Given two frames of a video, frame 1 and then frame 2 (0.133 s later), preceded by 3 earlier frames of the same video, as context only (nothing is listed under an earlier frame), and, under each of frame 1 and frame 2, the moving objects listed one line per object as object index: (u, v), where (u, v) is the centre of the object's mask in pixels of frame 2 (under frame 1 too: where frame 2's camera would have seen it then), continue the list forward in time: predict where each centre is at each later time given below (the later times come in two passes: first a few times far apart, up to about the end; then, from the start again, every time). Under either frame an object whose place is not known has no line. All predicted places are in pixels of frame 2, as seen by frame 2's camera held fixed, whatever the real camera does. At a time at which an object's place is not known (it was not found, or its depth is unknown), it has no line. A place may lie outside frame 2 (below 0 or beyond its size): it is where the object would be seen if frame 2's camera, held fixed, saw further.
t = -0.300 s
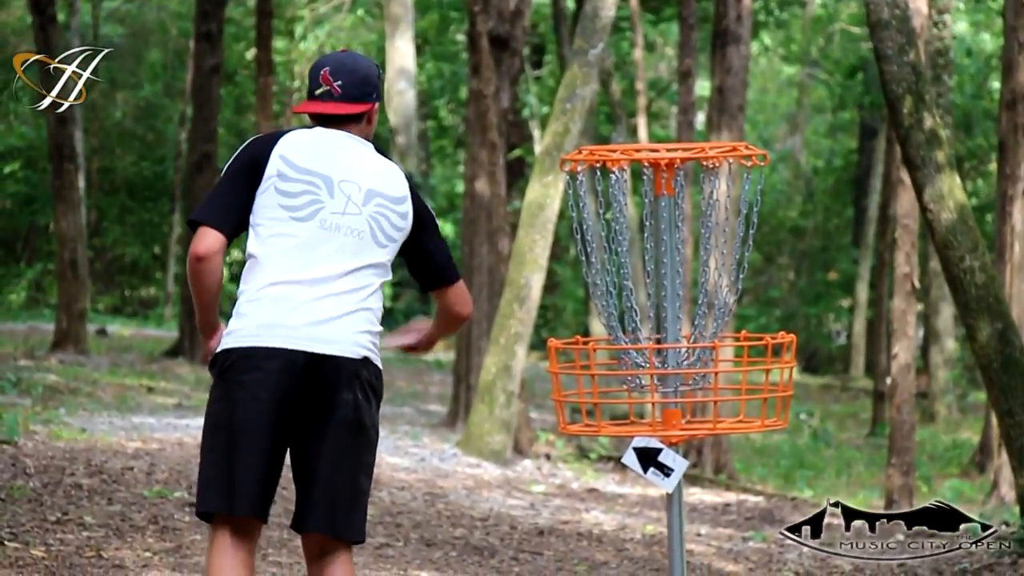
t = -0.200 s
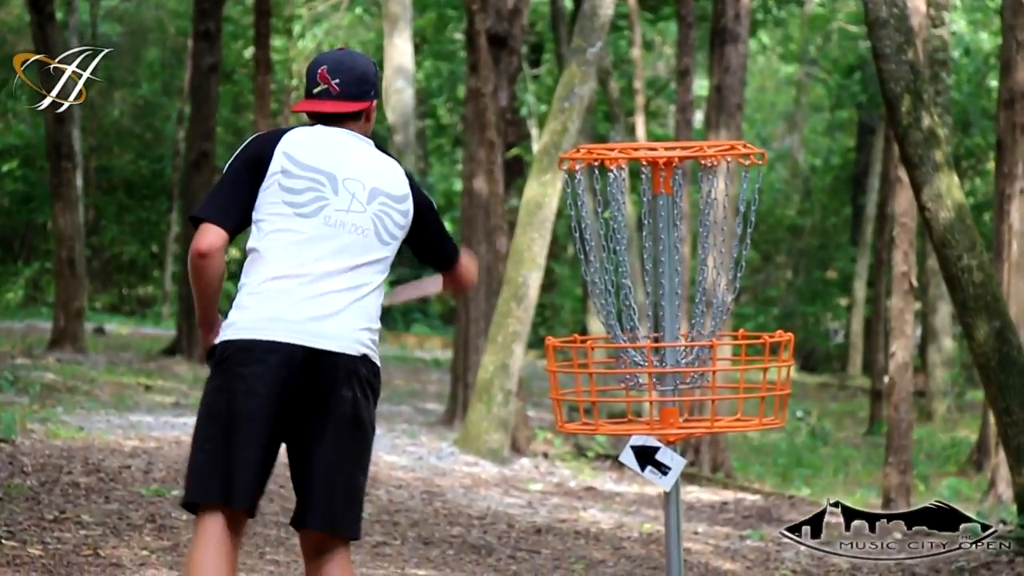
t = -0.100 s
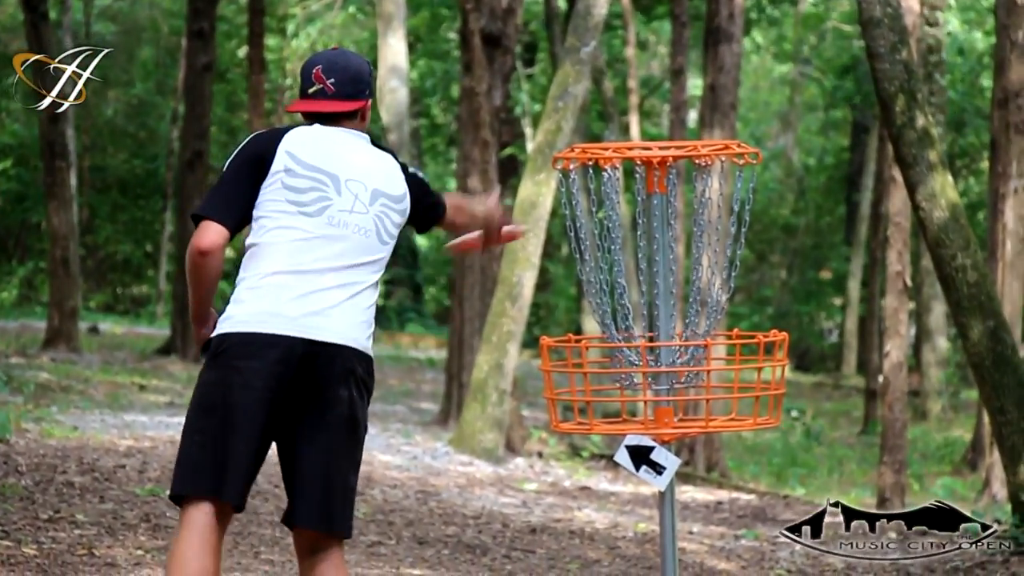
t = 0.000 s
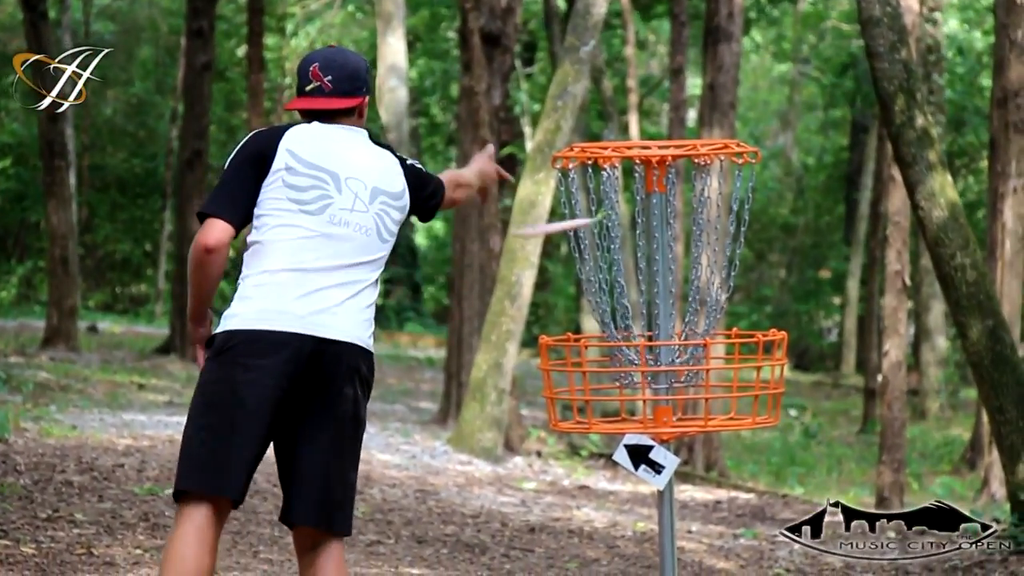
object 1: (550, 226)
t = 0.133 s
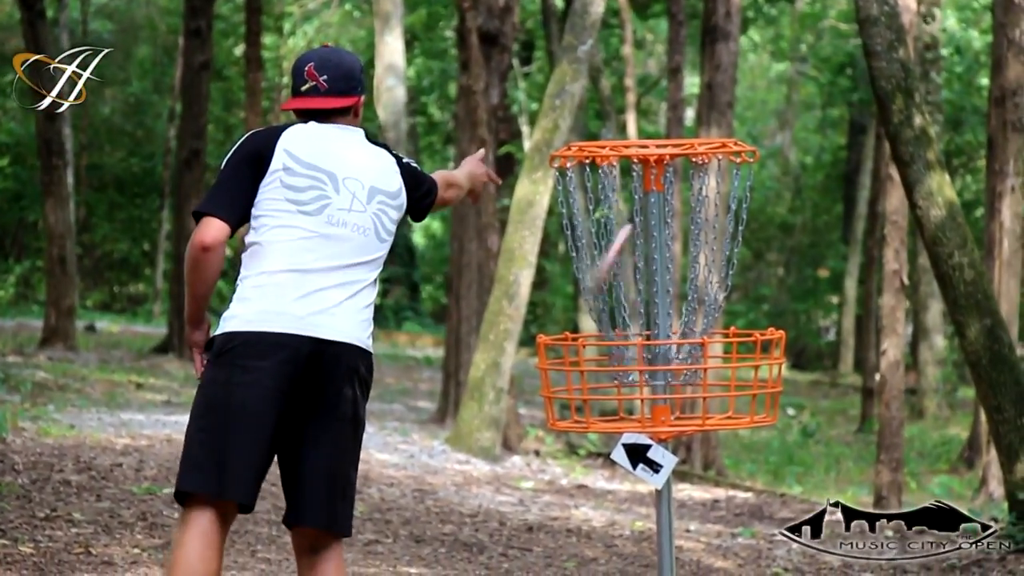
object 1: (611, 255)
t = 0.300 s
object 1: (630, 319)
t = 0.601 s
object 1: (676, 323)
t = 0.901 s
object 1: (687, 348)
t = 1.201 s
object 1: (690, 401)
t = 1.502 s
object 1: (685, 399)
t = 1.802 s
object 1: (689, 409)
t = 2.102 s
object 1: (690, 413)
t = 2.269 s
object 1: (687, 413)
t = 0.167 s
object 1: (616, 272)
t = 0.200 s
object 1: (621, 288)
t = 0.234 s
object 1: (623, 302)
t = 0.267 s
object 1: (627, 315)
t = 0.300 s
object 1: (630, 319)
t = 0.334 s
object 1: (643, 318)
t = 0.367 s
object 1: (648, 316)
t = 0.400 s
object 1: (650, 319)
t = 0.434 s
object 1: (666, 320)
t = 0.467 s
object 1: (650, 315)
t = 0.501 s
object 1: (651, 318)
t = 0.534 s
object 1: (676, 321)
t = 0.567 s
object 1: (676, 322)
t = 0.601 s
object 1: (676, 323)
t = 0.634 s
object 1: (676, 322)
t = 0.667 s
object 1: (677, 322)
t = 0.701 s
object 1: (670, 326)
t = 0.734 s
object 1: (682, 328)
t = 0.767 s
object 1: (682, 329)
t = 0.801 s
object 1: (682, 331)
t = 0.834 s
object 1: (684, 335)
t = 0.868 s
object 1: (684, 339)
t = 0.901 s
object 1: (687, 348)
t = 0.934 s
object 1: (688, 351)
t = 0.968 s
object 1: (694, 366)
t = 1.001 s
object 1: (699, 379)
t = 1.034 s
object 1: (698, 392)
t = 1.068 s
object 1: (698, 393)
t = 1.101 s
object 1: (699, 391)
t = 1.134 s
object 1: (690, 397)
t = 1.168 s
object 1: (689, 397)
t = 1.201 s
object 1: (690, 401)
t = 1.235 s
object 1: (687, 400)
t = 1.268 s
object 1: (688, 408)
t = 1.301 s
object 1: (688, 408)
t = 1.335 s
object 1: (687, 411)
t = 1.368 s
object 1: (685, 404)
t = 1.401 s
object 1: (684, 398)
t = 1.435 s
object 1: (683, 398)
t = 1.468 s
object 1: (684, 398)
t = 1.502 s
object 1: (685, 399)
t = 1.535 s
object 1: (686, 403)
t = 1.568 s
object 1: (690, 410)
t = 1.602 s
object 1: (689, 412)
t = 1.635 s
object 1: (688, 413)
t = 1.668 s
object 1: (689, 412)
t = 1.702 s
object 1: (689, 413)
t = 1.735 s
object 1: (689, 413)
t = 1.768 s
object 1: (690, 411)
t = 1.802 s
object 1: (689, 409)
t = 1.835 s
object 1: (690, 409)
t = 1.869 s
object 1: (690, 411)
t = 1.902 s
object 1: (690, 413)
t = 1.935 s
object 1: (690, 413)
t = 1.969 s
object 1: (690, 413)
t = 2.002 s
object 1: (690, 413)
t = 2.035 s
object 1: (690, 412)
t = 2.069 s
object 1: (690, 412)
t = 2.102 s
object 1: (690, 413)
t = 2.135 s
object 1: (690, 413)
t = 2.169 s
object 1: (690, 413)
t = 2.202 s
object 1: (690, 413)
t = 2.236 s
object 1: (687, 413)
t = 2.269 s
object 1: (687, 413)
